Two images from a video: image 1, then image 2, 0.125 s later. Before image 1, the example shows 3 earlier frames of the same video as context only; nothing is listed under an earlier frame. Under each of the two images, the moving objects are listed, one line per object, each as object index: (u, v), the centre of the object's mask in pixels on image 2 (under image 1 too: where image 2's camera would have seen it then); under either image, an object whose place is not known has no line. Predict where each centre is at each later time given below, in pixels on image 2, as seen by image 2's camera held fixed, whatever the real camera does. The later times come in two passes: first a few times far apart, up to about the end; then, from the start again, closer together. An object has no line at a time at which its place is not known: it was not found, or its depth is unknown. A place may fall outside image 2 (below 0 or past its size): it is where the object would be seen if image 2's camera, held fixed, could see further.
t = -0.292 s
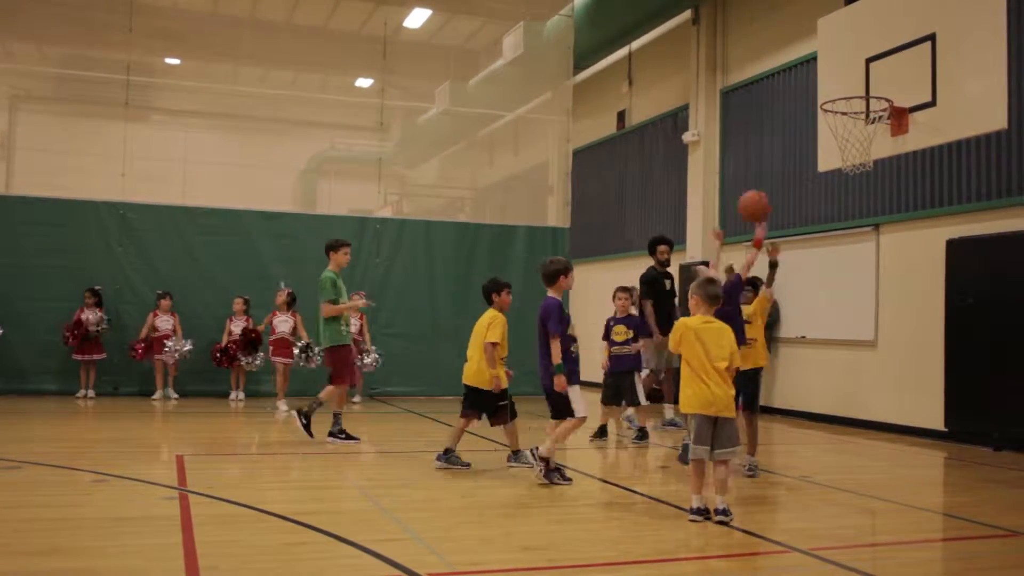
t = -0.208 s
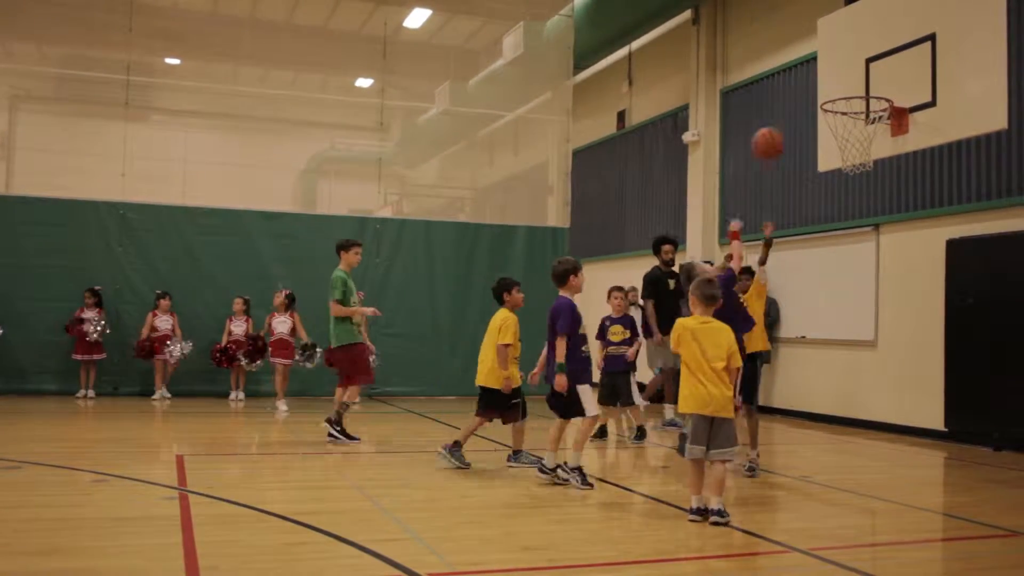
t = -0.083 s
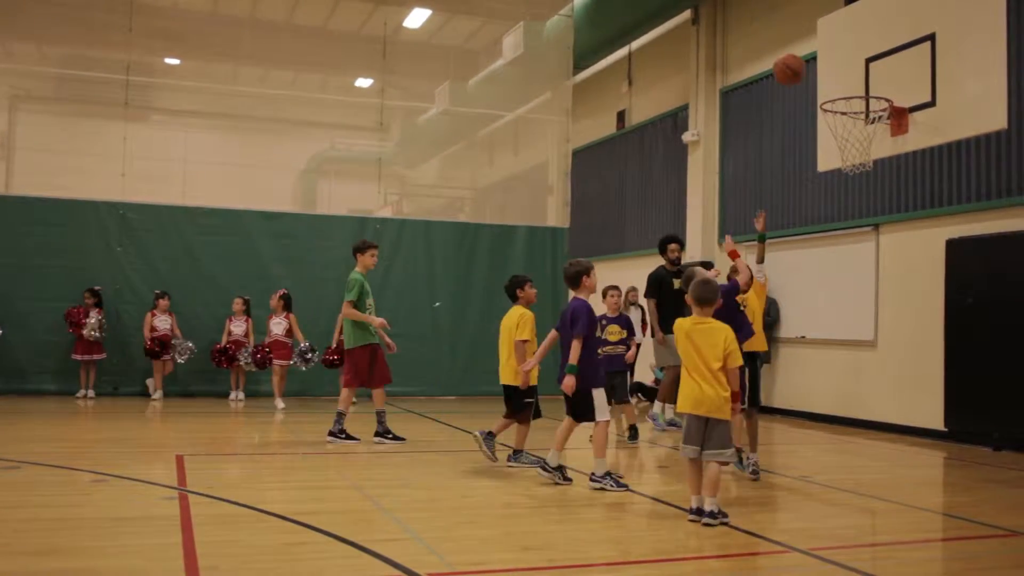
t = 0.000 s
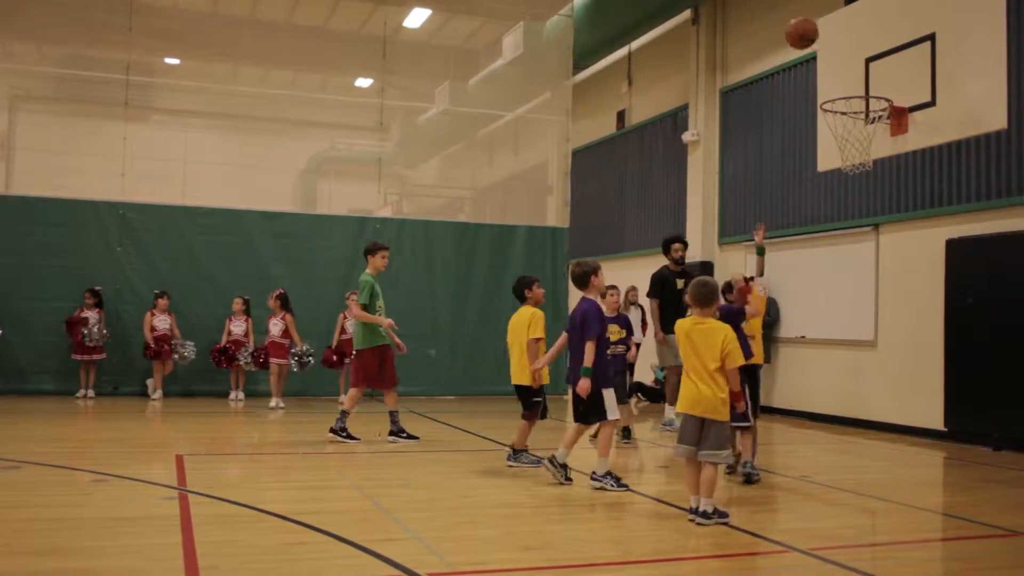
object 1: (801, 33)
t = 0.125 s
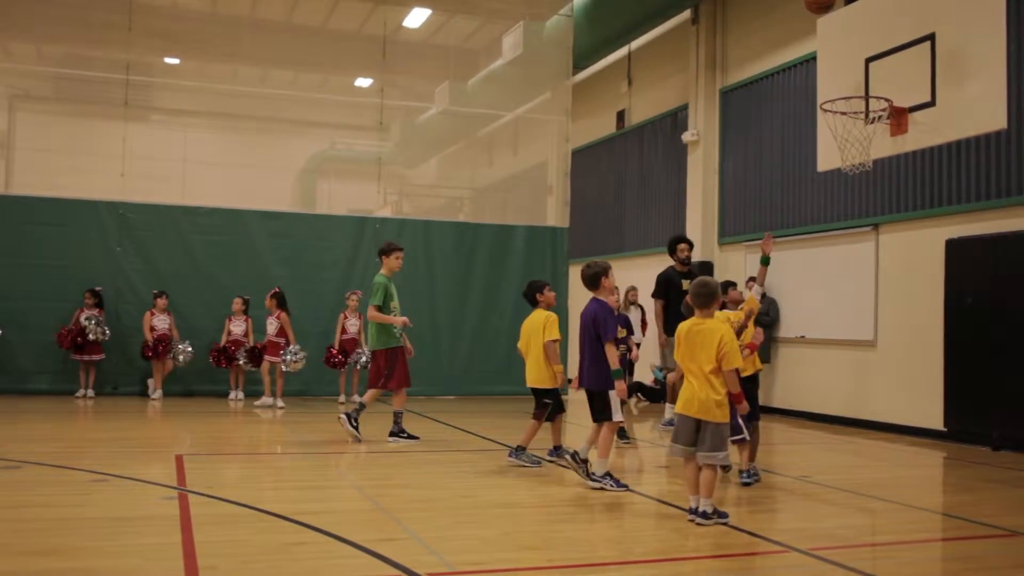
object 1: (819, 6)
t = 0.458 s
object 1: (867, 12)
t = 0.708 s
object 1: (867, 96)
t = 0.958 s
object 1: (830, 178)
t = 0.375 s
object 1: (855, 4)
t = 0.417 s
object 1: (861, 7)
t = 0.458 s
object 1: (867, 12)
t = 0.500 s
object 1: (873, 23)
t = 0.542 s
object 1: (879, 37)
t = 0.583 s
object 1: (883, 53)
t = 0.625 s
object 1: (877, 65)
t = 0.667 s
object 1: (872, 79)
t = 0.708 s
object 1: (867, 96)
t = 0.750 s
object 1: (861, 111)
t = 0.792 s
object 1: (853, 125)
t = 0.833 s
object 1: (845, 141)
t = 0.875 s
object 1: (839, 154)
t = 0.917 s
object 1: (835, 164)
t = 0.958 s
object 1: (830, 178)
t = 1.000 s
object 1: (825, 193)
